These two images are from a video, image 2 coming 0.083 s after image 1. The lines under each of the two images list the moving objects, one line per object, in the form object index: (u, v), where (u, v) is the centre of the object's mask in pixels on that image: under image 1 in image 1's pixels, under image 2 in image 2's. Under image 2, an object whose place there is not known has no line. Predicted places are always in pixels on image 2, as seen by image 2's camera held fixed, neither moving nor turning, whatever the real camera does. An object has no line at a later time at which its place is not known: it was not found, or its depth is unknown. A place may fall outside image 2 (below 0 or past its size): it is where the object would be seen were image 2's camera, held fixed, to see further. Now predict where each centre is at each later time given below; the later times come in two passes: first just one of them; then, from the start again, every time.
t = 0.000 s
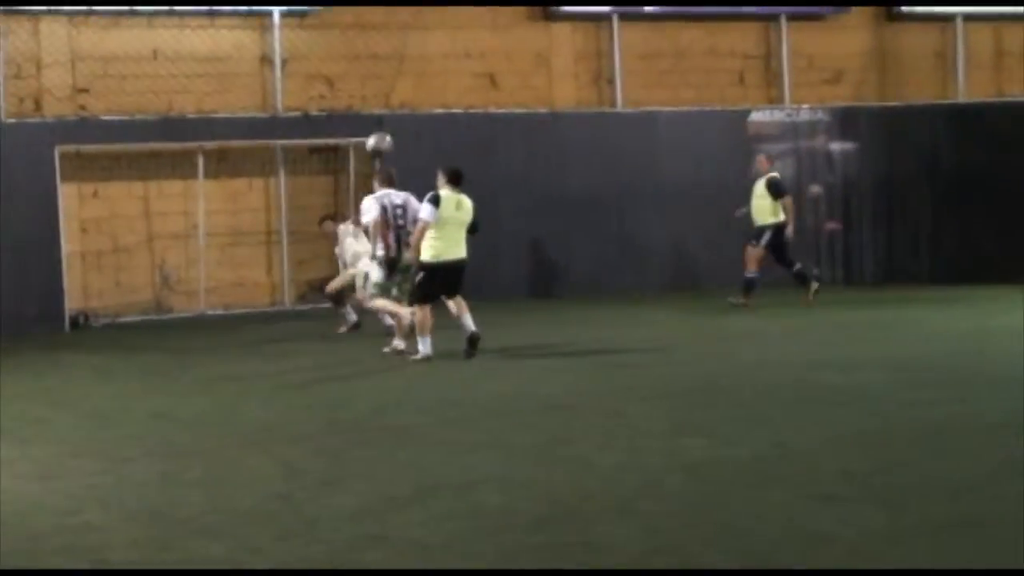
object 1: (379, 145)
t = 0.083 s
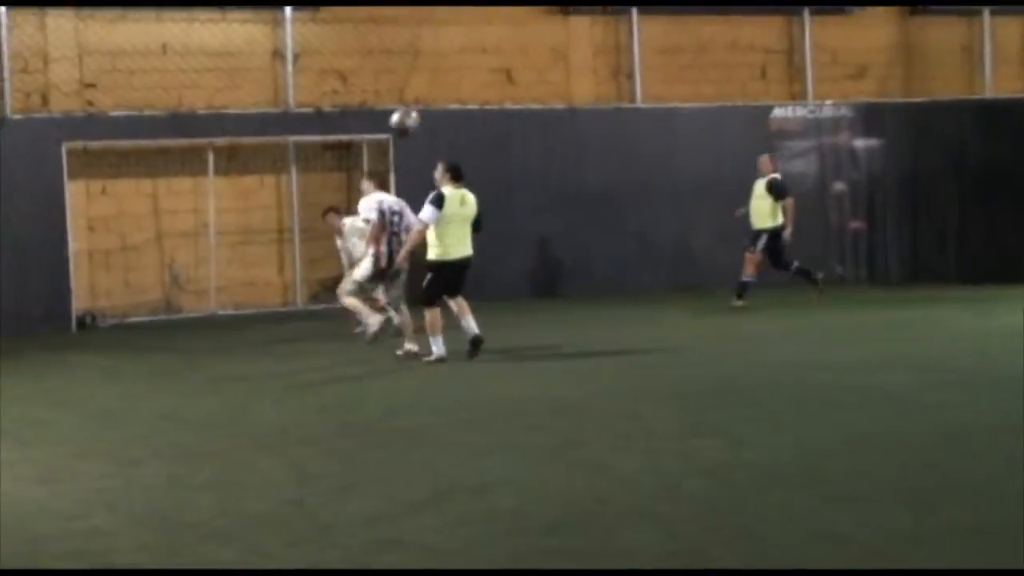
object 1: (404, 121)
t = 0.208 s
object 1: (424, 106)
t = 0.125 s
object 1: (411, 113)
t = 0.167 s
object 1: (416, 110)
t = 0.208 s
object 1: (424, 106)
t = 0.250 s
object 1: (431, 104)
